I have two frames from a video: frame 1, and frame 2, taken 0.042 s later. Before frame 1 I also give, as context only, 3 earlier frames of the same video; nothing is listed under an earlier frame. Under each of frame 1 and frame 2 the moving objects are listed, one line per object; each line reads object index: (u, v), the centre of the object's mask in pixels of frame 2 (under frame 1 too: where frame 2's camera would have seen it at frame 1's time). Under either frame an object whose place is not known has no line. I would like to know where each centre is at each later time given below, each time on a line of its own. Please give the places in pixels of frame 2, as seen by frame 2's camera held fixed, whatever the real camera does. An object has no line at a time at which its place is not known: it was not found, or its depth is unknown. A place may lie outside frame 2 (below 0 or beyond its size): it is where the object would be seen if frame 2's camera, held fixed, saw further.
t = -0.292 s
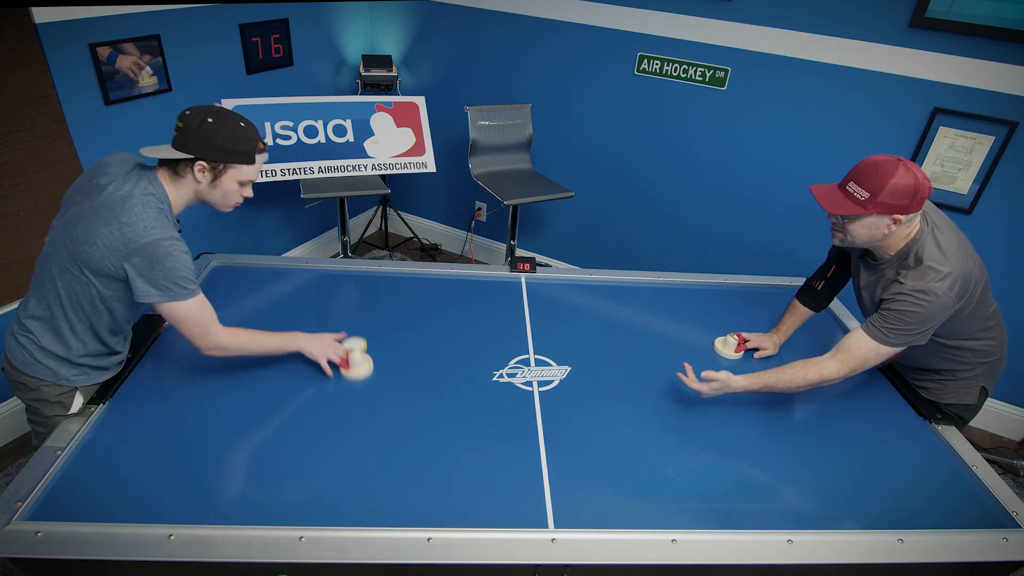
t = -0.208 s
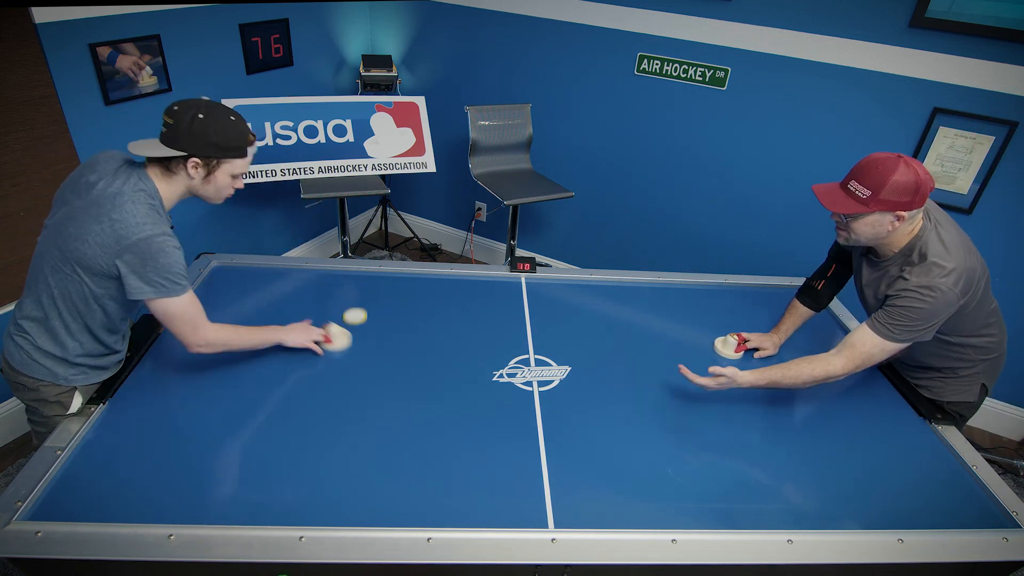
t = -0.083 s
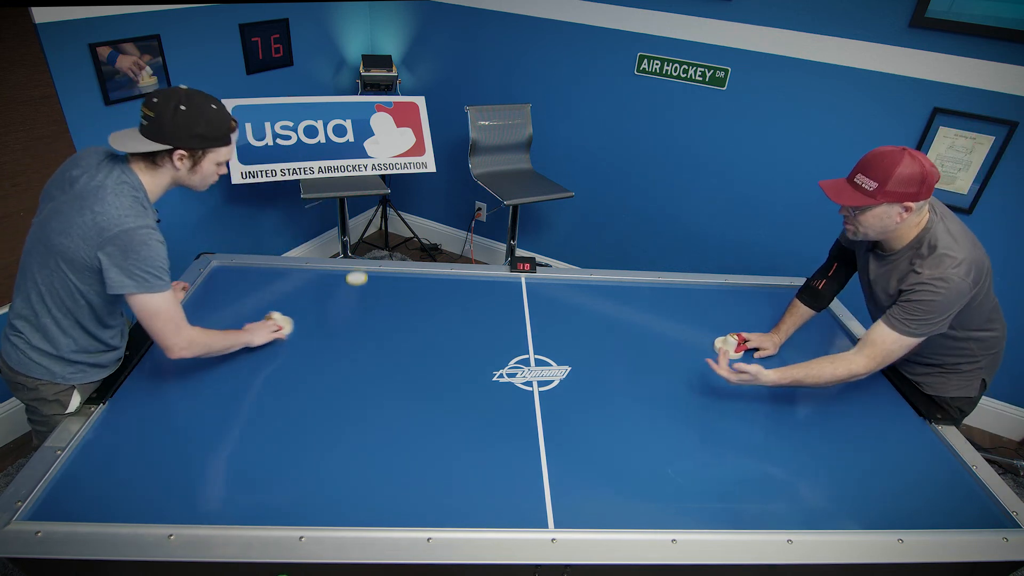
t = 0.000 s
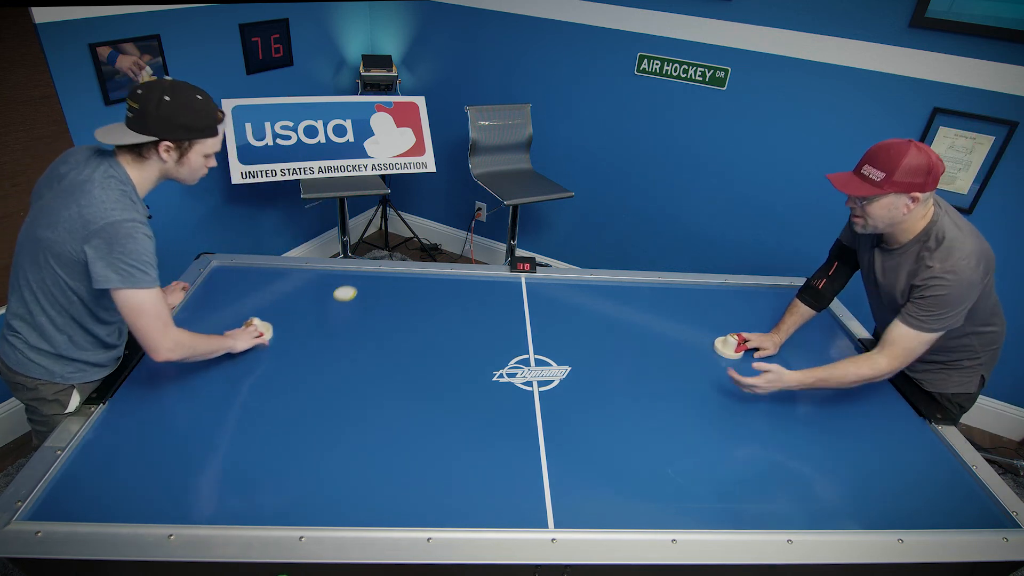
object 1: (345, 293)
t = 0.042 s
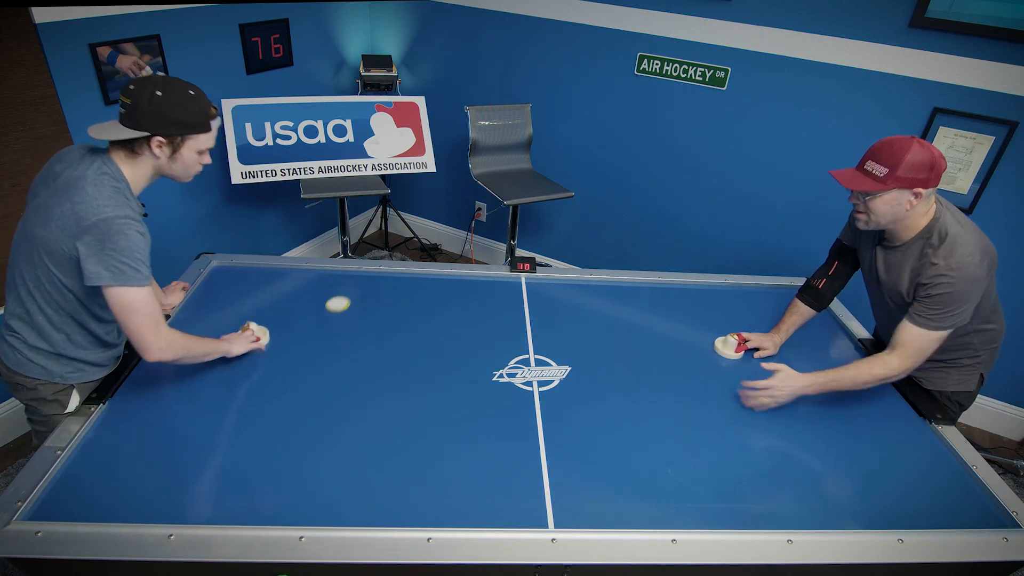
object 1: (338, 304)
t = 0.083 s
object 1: (330, 315)
